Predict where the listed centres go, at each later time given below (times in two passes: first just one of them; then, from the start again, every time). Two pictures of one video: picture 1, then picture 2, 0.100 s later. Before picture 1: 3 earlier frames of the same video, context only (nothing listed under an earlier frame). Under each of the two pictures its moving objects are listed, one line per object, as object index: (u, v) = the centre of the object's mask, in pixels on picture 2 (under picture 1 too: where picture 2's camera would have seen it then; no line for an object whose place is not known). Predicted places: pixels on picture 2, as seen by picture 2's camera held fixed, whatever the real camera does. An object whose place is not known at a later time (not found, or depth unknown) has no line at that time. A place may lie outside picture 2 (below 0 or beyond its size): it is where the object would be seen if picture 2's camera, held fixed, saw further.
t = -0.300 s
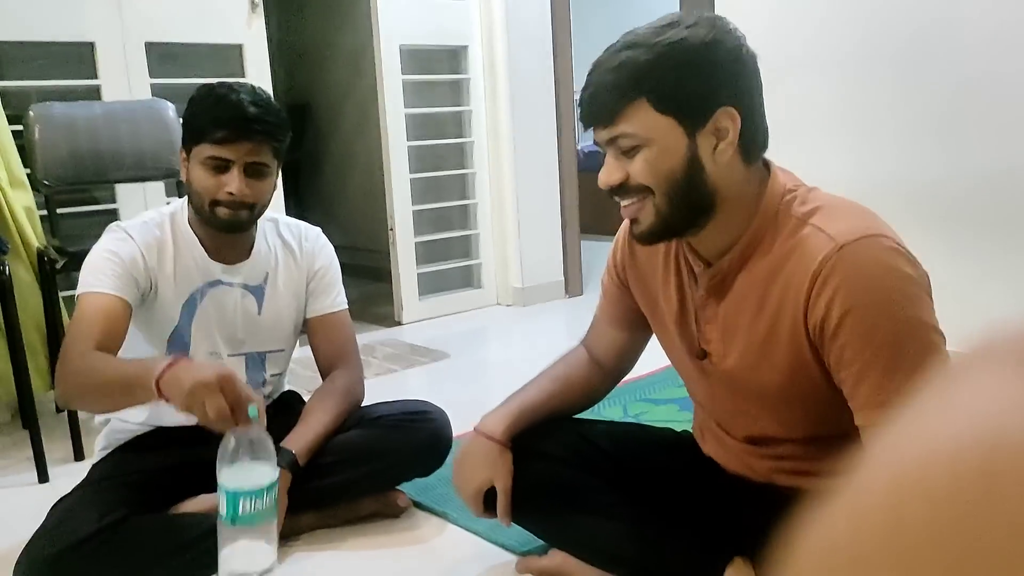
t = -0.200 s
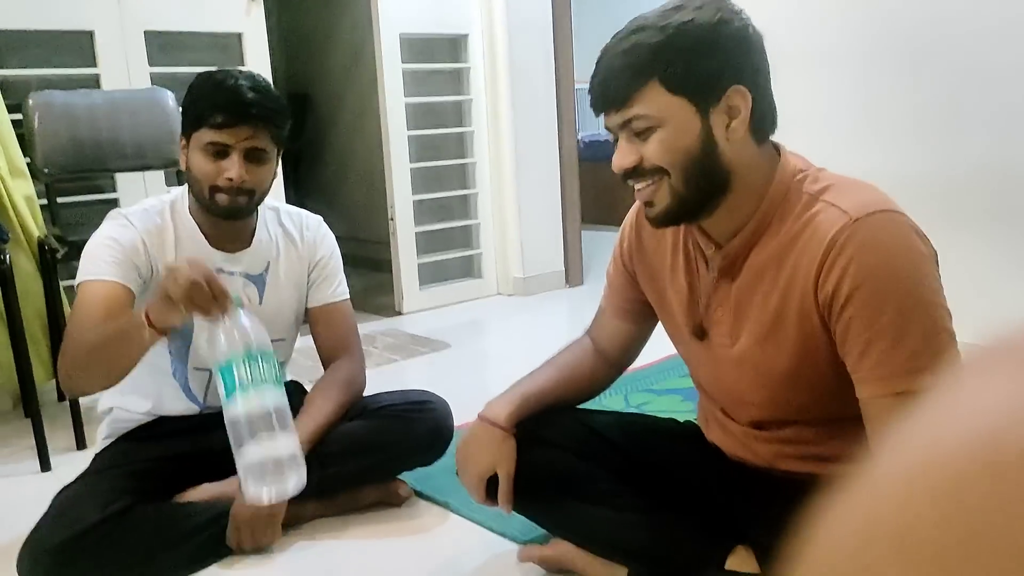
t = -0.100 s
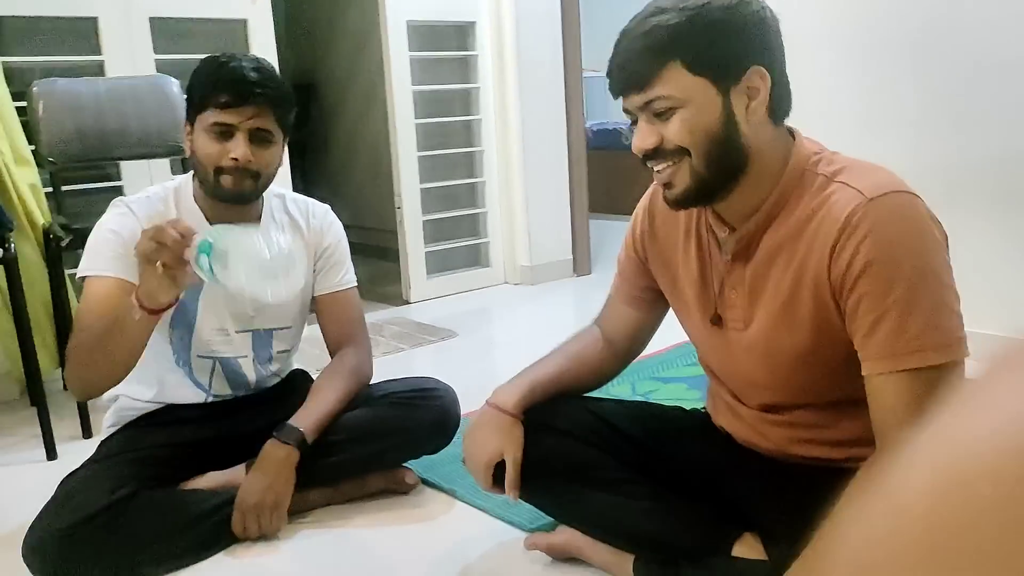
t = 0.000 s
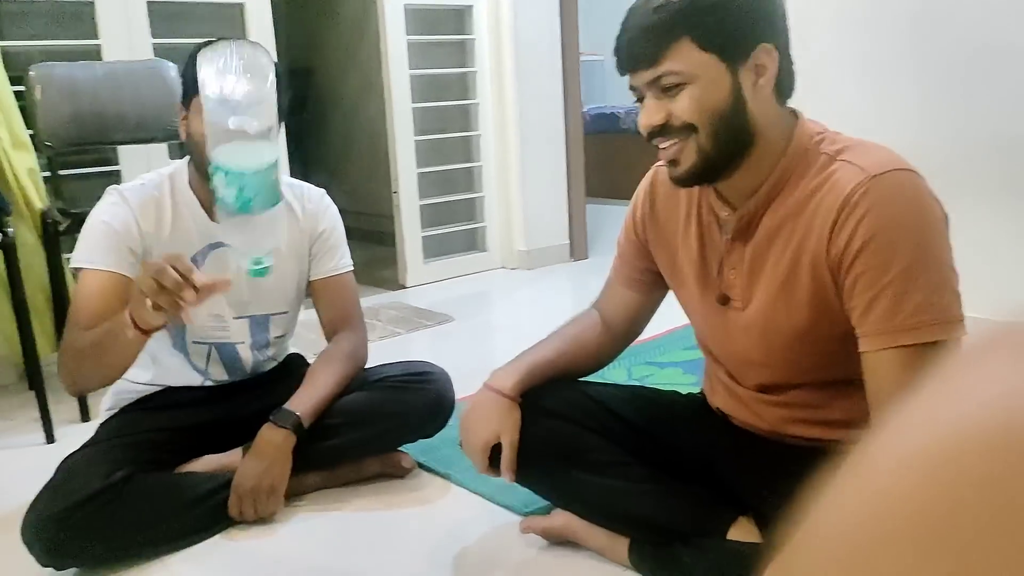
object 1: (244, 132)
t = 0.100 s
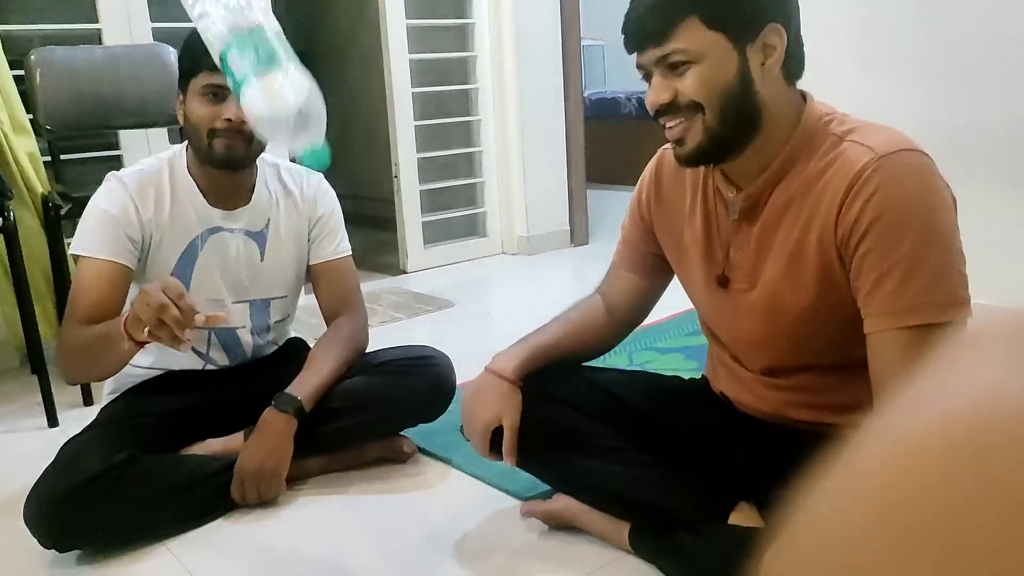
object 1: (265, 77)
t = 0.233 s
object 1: (235, 69)
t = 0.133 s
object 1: (270, 55)
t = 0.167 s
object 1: (261, 36)
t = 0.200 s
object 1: (237, 44)
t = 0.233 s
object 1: (235, 69)
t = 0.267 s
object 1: (240, 95)
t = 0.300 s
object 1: (246, 128)
